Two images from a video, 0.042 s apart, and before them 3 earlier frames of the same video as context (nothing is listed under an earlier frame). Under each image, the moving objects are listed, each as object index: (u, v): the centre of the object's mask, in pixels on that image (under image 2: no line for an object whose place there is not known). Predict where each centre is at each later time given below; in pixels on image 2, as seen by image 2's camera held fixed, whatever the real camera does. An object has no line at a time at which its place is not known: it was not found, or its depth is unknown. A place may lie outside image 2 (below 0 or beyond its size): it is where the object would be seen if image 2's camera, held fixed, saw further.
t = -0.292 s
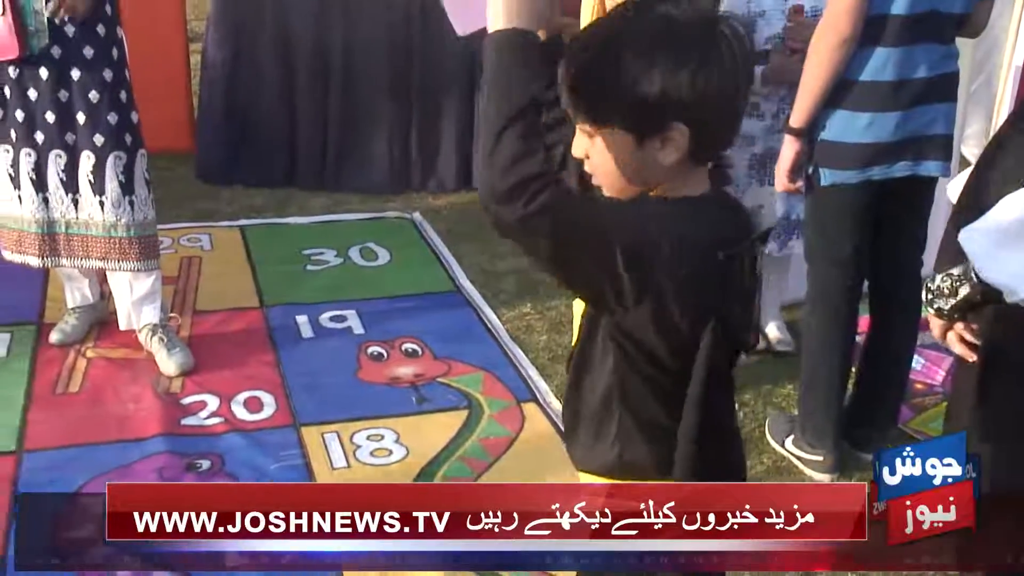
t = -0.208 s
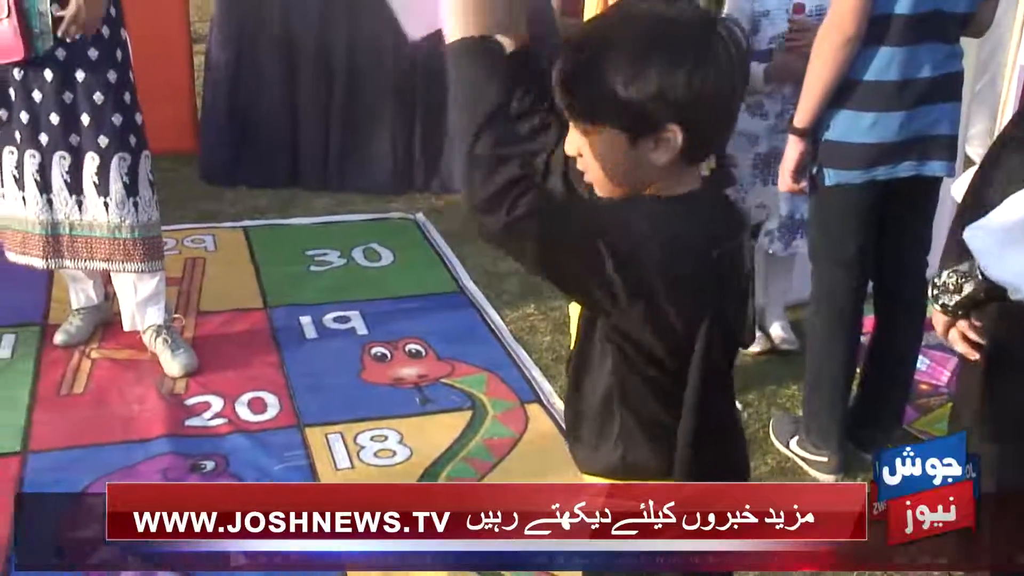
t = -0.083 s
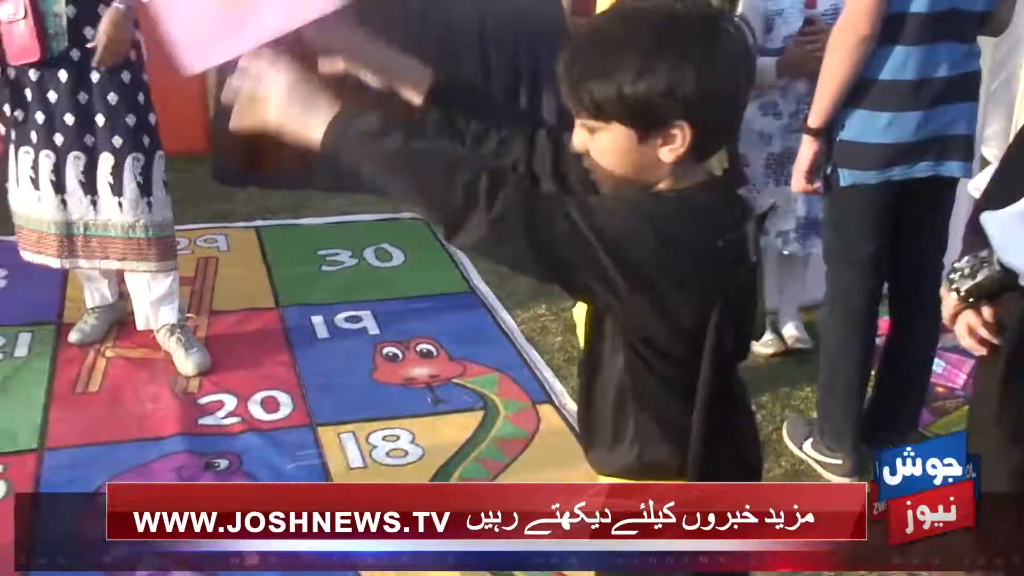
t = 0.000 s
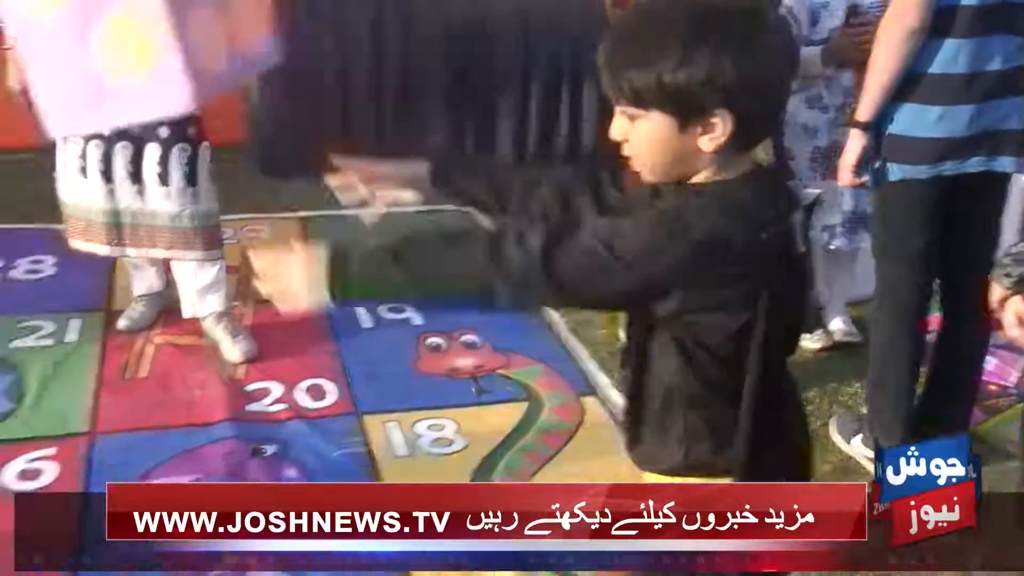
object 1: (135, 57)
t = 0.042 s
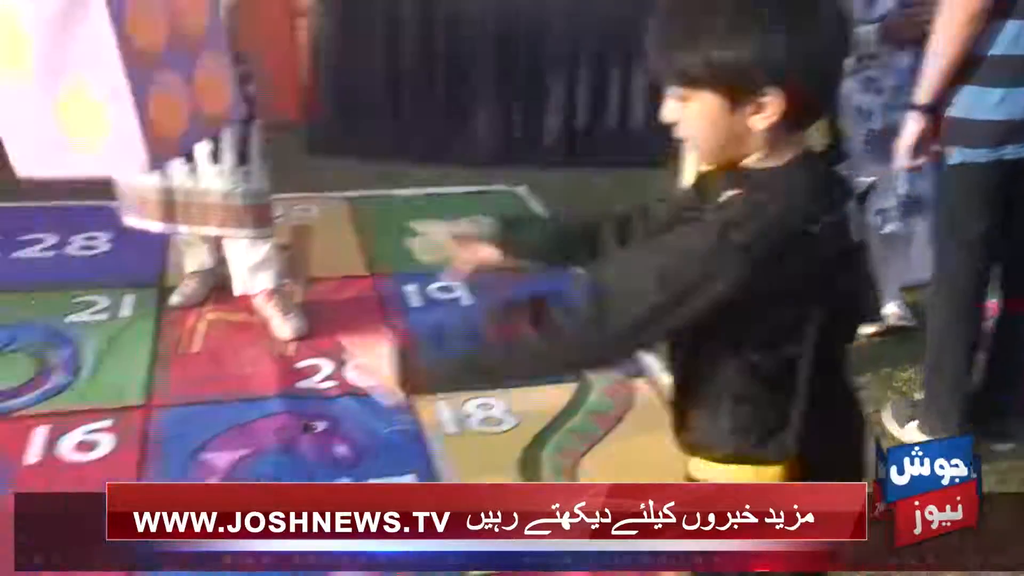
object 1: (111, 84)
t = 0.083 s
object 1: (63, 121)
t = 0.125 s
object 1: (18, 168)
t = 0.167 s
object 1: (-42, 257)
